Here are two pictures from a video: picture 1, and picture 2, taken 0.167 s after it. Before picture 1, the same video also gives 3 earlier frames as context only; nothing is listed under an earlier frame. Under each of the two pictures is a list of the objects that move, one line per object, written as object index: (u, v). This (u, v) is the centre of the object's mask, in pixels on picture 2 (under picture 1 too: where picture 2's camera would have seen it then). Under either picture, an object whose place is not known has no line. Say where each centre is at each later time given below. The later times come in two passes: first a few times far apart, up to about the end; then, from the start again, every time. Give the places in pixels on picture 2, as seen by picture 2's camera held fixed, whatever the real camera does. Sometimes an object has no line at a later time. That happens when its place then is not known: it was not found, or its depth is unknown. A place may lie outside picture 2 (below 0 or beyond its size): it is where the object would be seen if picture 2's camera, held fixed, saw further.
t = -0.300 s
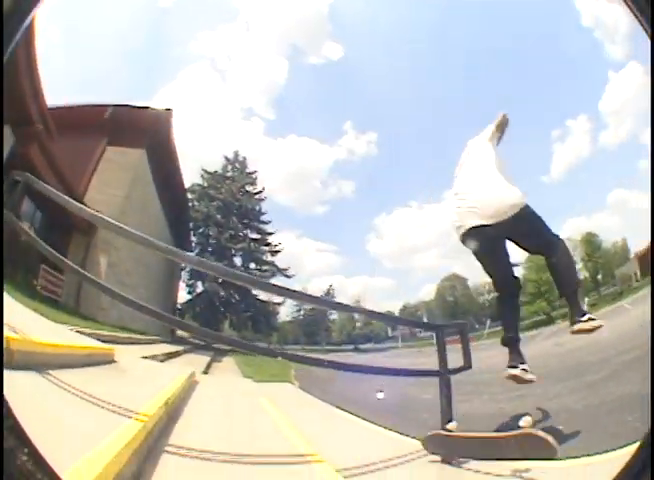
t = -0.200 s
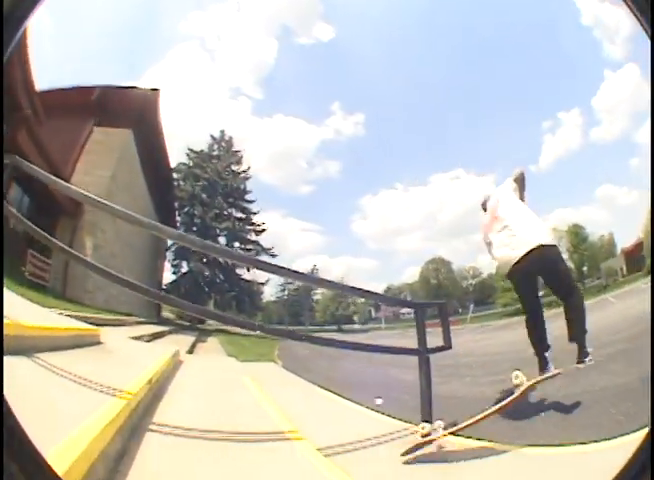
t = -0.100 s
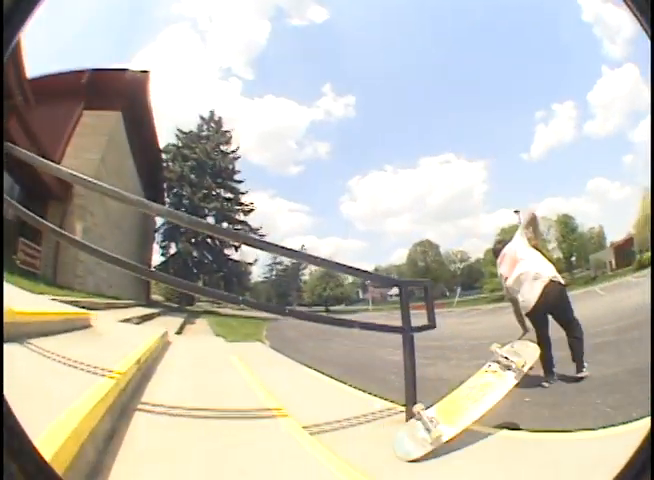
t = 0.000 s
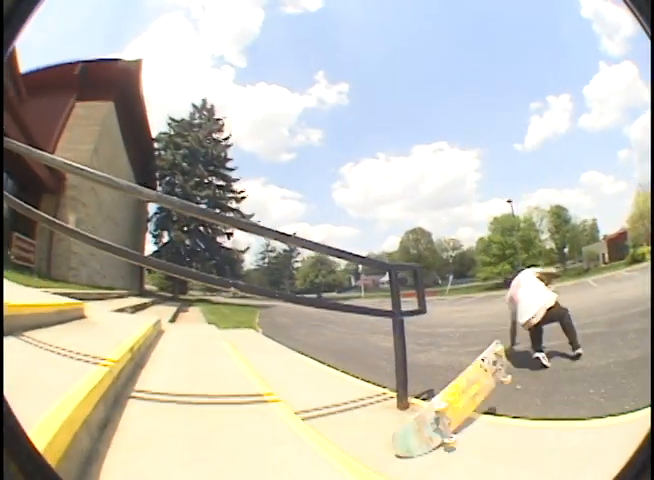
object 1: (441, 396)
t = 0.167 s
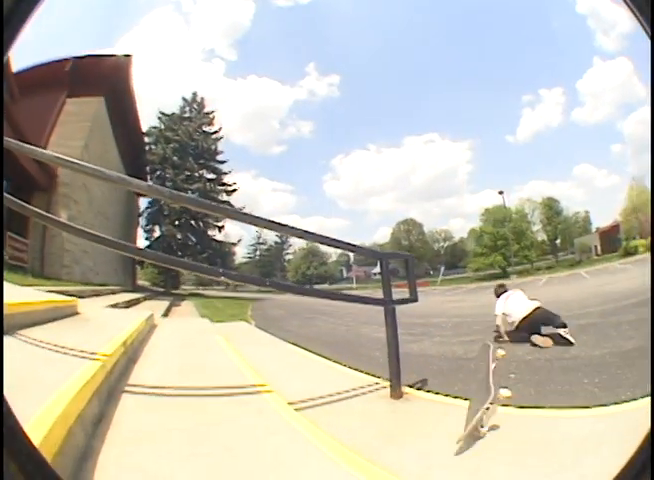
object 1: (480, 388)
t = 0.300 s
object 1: (504, 390)
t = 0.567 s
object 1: (538, 386)
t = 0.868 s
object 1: (553, 391)
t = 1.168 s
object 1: (557, 392)
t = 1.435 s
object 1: (551, 398)
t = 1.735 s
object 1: (549, 395)
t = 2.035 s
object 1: (546, 395)
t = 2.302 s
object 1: (541, 395)
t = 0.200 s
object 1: (486, 388)
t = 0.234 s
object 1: (493, 392)
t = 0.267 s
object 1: (498, 390)
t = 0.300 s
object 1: (504, 390)
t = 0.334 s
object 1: (508, 390)
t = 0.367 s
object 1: (512, 391)
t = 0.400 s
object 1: (517, 392)
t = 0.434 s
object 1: (519, 389)
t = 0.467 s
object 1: (522, 386)
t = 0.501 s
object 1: (525, 388)
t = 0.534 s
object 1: (530, 389)
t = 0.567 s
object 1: (538, 386)
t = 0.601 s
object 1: (543, 383)
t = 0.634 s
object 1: (545, 386)
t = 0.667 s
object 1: (546, 388)
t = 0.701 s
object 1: (545, 391)
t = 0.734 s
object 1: (548, 390)
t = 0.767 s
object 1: (550, 389)
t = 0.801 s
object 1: (553, 389)
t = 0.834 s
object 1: (553, 390)
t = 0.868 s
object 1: (553, 391)
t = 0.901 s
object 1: (550, 393)
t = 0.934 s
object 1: (548, 394)
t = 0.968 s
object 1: (548, 397)
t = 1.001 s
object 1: (548, 398)
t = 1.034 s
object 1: (546, 396)
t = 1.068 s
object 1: (548, 395)
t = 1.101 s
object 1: (553, 393)
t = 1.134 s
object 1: (554, 392)
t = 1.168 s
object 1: (557, 392)
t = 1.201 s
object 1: (558, 391)
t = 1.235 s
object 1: (558, 392)
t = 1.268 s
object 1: (557, 392)
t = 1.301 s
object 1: (556, 392)
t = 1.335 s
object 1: (553, 394)
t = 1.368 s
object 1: (550, 395)
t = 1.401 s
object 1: (548, 397)
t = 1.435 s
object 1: (551, 398)
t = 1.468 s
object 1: (552, 398)
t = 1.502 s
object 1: (550, 395)
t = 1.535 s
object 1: (551, 395)
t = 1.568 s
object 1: (550, 394)
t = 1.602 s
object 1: (551, 394)
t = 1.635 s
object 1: (551, 394)
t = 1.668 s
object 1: (550, 394)
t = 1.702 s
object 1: (550, 394)
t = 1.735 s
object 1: (549, 395)
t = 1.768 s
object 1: (548, 396)
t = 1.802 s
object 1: (548, 398)
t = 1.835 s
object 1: (543, 396)
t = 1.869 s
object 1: (544, 395)
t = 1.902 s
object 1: (546, 394)
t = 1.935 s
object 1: (547, 394)
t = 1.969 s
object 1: (551, 395)
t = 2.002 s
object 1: (546, 393)
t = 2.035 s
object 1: (546, 395)
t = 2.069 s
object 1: (544, 396)
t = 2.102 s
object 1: (544, 397)
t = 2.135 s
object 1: (545, 397)
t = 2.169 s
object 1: (542, 395)
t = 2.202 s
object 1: (542, 394)
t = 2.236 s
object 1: (542, 394)
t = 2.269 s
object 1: (542, 394)
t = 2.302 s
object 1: (541, 395)
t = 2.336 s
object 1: (541, 396)
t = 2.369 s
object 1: (541, 396)
